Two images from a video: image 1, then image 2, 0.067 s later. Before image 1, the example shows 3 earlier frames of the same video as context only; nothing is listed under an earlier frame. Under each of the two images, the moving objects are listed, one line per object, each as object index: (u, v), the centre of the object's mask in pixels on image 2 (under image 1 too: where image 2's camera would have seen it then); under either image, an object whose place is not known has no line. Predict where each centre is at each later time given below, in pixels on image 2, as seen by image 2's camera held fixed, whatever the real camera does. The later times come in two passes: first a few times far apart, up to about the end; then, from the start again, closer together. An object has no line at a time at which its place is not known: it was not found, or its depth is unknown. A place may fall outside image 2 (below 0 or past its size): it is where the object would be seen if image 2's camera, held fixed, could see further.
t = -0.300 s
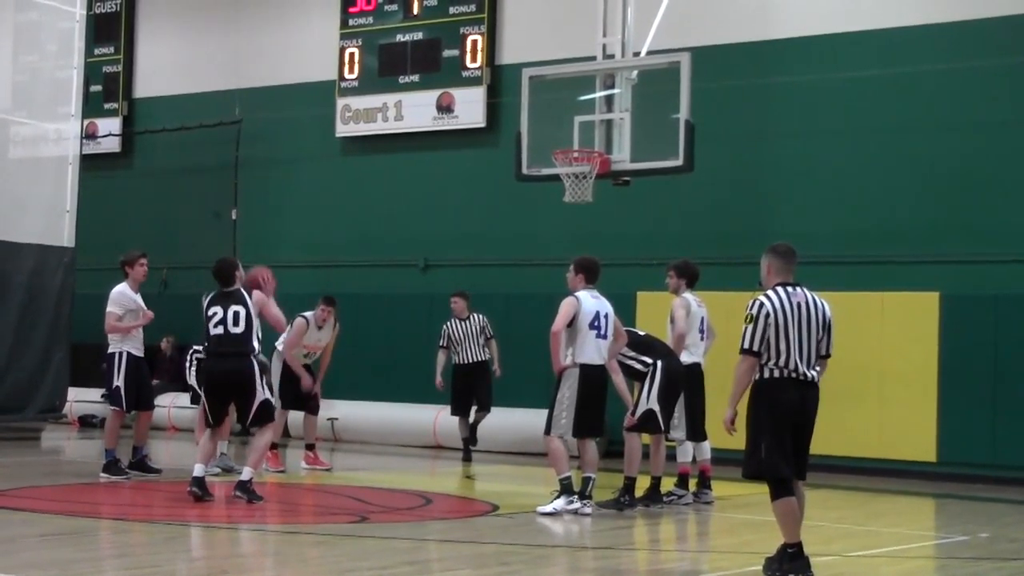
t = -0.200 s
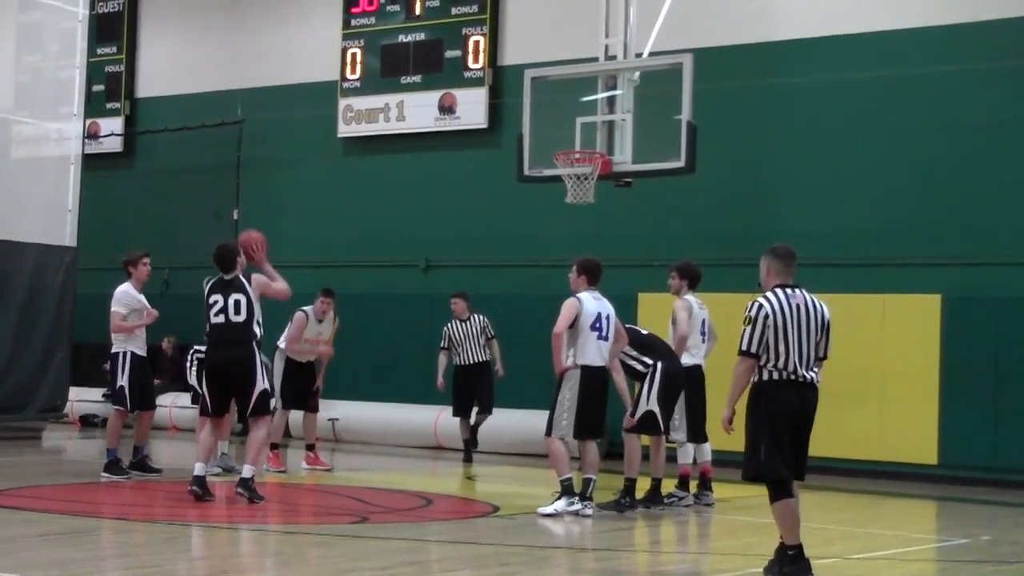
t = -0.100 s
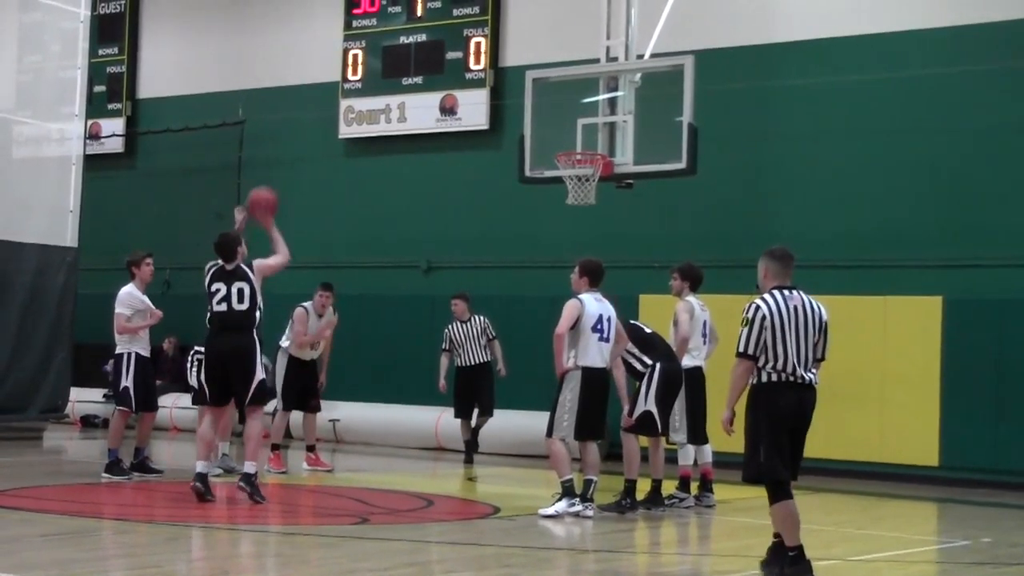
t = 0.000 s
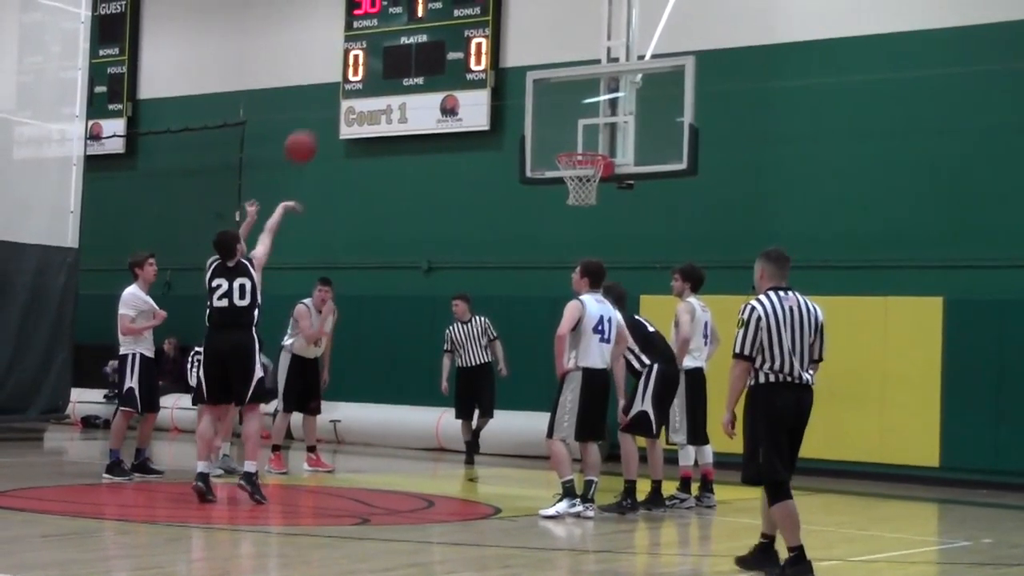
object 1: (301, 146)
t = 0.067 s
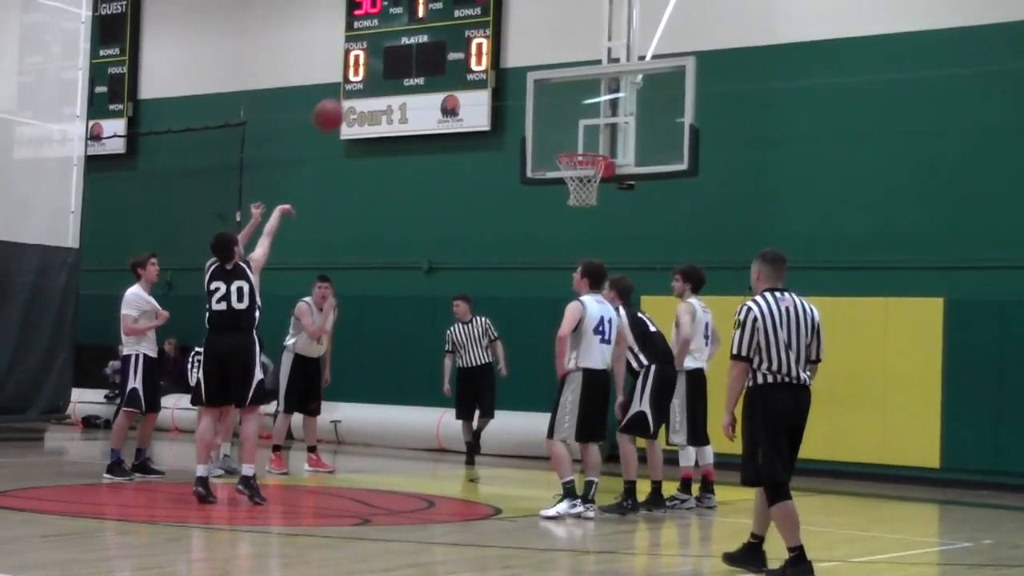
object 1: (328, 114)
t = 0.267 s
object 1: (405, 57)
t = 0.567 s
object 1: (503, 60)
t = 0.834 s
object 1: (575, 141)
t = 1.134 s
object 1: (563, 172)
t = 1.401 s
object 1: (571, 187)
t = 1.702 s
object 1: (604, 255)
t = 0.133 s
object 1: (355, 90)
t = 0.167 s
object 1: (369, 79)
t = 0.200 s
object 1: (381, 70)
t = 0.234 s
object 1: (394, 63)
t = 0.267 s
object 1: (405, 57)
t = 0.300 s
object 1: (417, 52)
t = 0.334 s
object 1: (429, 48)
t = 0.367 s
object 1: (440, 46)
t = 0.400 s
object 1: (451, 45)
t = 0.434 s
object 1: (461, 46)
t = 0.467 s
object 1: (472, 48)
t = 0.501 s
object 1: (483, 50)
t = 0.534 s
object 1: (492, 55)
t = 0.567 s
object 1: (503, 60)
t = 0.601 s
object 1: (512, 66)
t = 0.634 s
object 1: (522, 74)
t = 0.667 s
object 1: (531, 82)
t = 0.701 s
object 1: (540, 92)
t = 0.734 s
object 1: (550, 104)
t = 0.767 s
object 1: (558, 115)
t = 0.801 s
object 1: (566, 127)
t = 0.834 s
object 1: (575, 141)
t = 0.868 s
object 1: (581, 145)
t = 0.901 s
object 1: (584, 146)
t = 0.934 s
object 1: (590, 151)
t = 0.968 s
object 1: (592, 158)
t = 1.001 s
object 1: (588, 161)
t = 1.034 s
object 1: (581, 163)
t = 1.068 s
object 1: (576, 165)
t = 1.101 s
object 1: (567, 170)
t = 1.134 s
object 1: (563, 172)
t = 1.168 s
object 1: (559, 175)
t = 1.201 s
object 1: (558, 174)
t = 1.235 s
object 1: (559, 174)
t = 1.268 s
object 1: (560, 176)
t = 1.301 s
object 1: (561, 178)
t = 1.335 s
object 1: (563, 179)
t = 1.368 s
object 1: (567, 184)
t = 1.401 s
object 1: (571, 187)
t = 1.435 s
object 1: (575, 191)
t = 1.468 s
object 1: (579, 194)
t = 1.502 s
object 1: (584, 207)
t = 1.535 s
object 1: (587, 210)
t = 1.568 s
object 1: (590, 215)
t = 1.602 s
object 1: (594, 224)
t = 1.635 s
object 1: (598, 234)
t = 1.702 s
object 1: (604, 255)
